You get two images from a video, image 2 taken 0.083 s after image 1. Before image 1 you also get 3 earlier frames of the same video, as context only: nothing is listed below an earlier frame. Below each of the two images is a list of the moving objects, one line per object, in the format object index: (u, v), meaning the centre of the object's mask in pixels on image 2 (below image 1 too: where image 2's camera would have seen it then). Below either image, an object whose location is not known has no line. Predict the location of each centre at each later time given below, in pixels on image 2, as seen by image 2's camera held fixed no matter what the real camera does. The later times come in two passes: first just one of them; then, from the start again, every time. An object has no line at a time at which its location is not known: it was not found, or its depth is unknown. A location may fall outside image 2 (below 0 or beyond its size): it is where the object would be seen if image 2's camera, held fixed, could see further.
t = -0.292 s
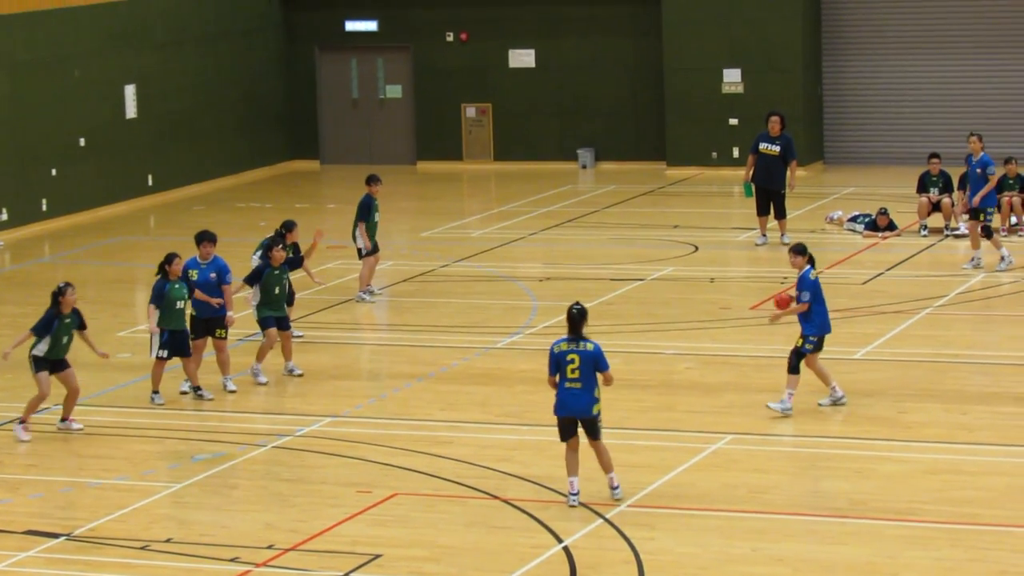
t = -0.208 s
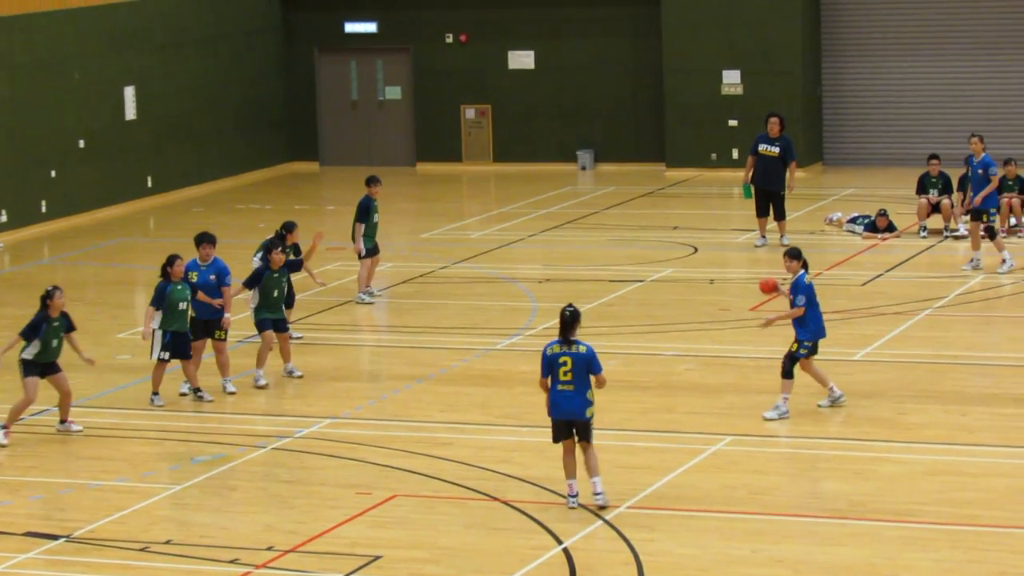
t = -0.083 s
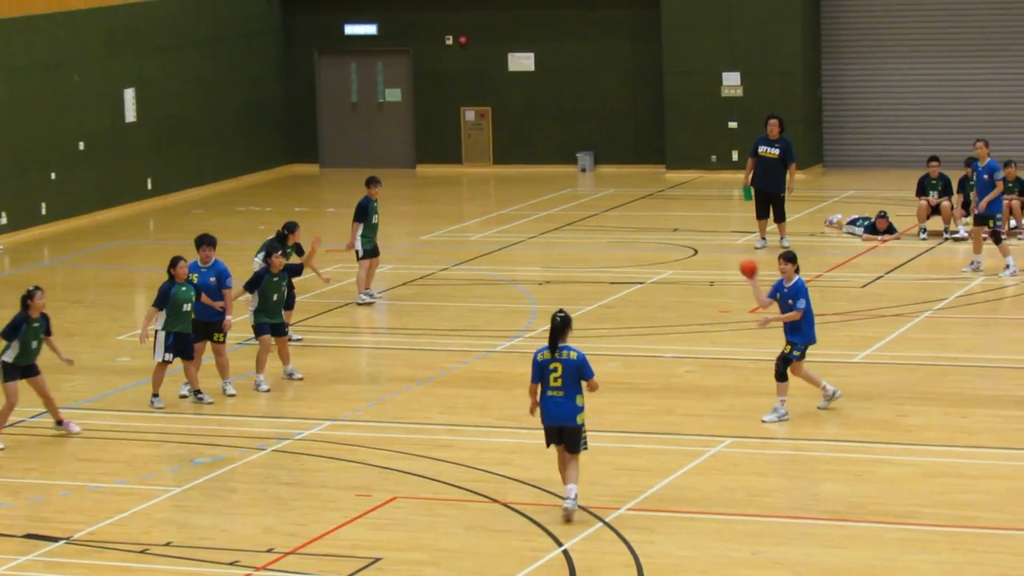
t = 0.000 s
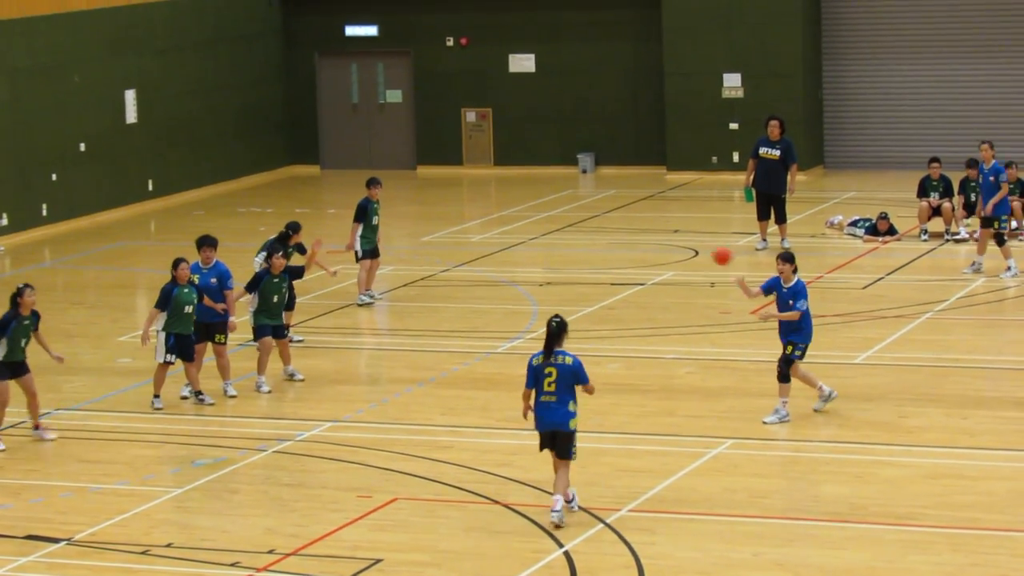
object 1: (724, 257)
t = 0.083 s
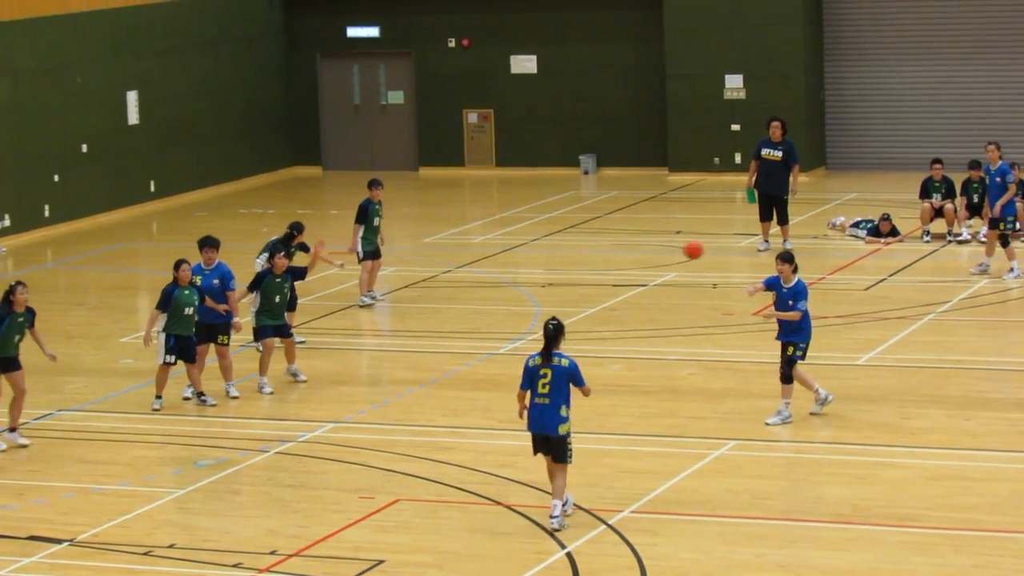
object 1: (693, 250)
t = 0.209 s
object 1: (644, 254)
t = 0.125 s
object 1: (677, 249)
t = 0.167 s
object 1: (661, 250)
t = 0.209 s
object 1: (644, 254)
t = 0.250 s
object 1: (627, 258)
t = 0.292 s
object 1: (611, 265)
